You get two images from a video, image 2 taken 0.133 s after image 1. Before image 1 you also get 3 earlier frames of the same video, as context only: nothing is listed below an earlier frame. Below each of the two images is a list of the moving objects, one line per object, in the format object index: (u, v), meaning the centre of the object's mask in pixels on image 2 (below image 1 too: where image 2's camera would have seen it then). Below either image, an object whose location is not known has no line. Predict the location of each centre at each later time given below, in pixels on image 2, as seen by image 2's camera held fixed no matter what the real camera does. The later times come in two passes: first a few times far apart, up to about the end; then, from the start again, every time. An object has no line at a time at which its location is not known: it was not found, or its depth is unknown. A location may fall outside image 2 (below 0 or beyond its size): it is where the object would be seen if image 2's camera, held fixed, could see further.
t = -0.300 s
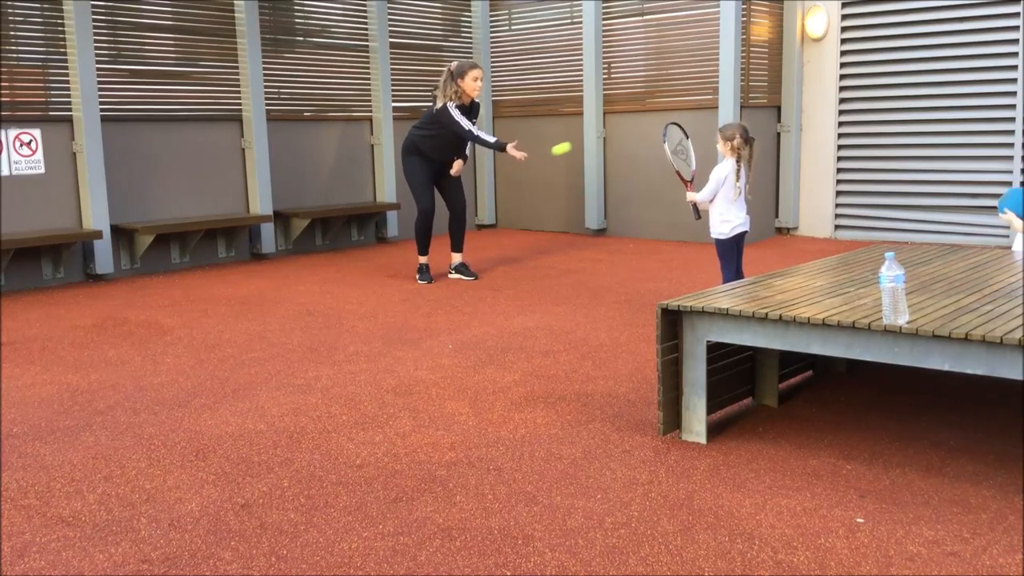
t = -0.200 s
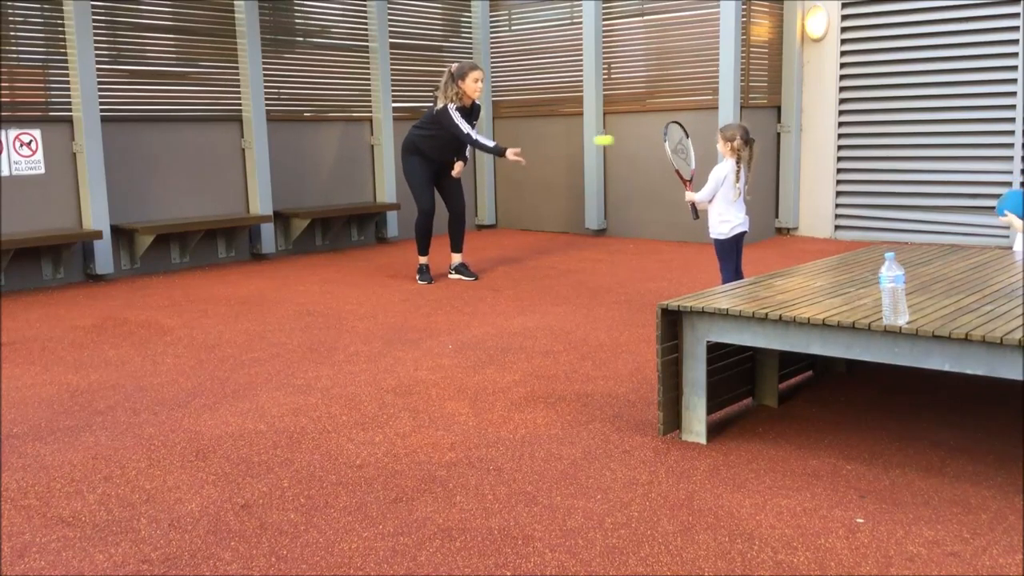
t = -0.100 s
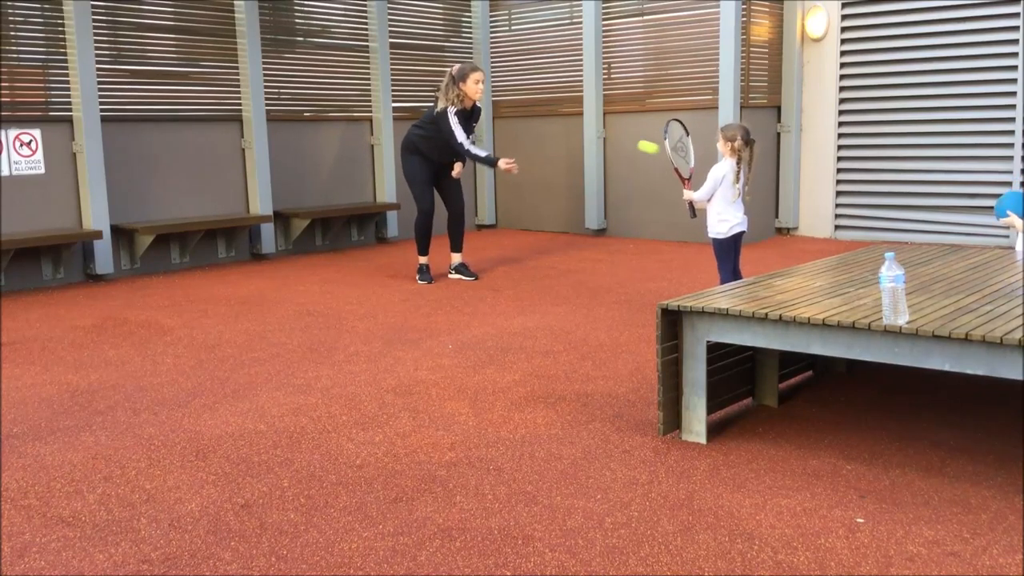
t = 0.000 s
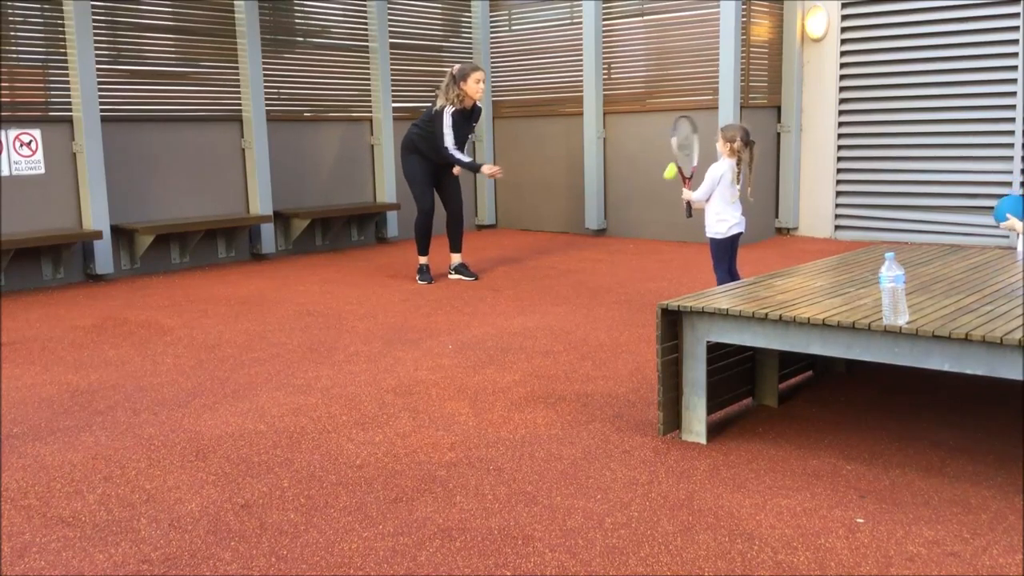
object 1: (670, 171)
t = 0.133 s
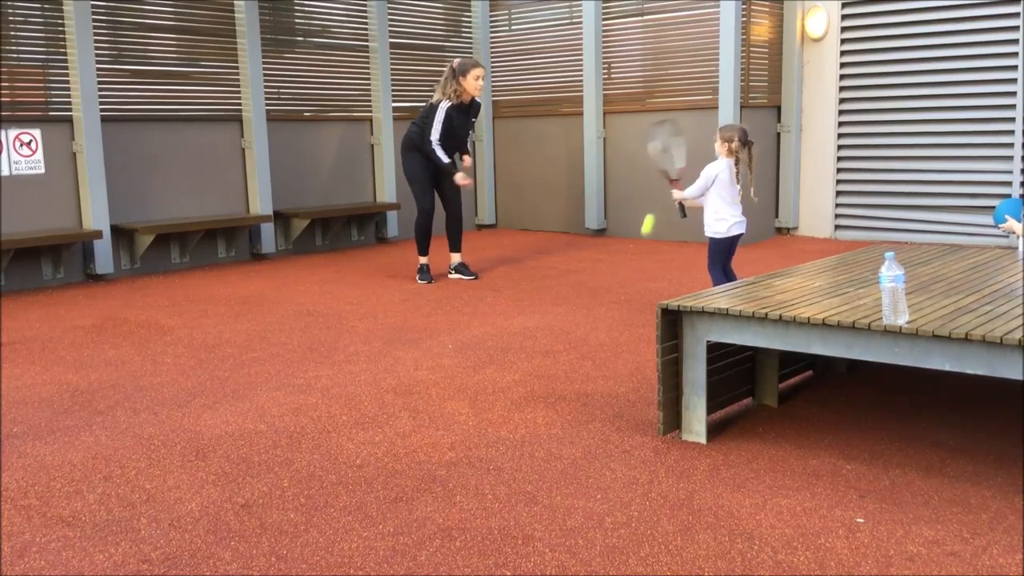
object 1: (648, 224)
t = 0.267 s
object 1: (627, 298)
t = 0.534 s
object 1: (582, 223)
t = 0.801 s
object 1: (541, 254)
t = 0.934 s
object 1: (522, 281)
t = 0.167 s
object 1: (642, 242)
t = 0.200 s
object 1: (637, 261)
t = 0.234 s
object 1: (632, 282)
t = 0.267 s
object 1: (627, 298)
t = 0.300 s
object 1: (621, 286)
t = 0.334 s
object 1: (615, 272)
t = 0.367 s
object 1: (609, 259)
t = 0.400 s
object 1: (604, 248)
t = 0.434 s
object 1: (598, 239)
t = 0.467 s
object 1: (593, 232)
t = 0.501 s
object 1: (587, 227)
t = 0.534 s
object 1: (582, 223)
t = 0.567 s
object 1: (577, 221)
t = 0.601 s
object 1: (571, 221)
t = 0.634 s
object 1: (566, 222)
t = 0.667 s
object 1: (561, 225)
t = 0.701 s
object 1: (556, 230)
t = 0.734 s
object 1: (551, 237)
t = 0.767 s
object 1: (546, 245)
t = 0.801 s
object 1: (541, 254)
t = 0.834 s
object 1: (536, 266)
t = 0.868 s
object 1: (532, 279)
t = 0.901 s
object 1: (527, 289)
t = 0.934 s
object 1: (522, 281)
